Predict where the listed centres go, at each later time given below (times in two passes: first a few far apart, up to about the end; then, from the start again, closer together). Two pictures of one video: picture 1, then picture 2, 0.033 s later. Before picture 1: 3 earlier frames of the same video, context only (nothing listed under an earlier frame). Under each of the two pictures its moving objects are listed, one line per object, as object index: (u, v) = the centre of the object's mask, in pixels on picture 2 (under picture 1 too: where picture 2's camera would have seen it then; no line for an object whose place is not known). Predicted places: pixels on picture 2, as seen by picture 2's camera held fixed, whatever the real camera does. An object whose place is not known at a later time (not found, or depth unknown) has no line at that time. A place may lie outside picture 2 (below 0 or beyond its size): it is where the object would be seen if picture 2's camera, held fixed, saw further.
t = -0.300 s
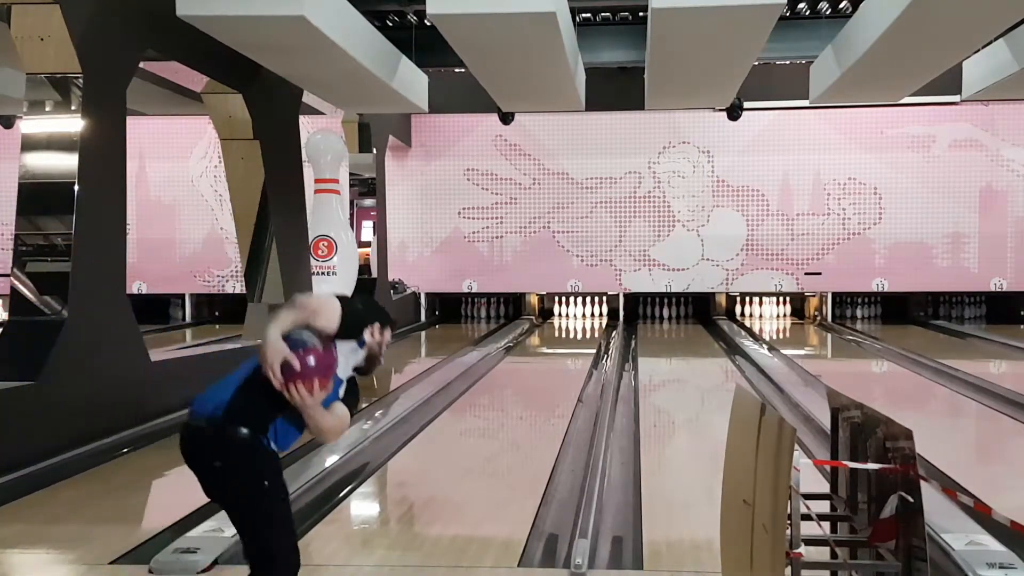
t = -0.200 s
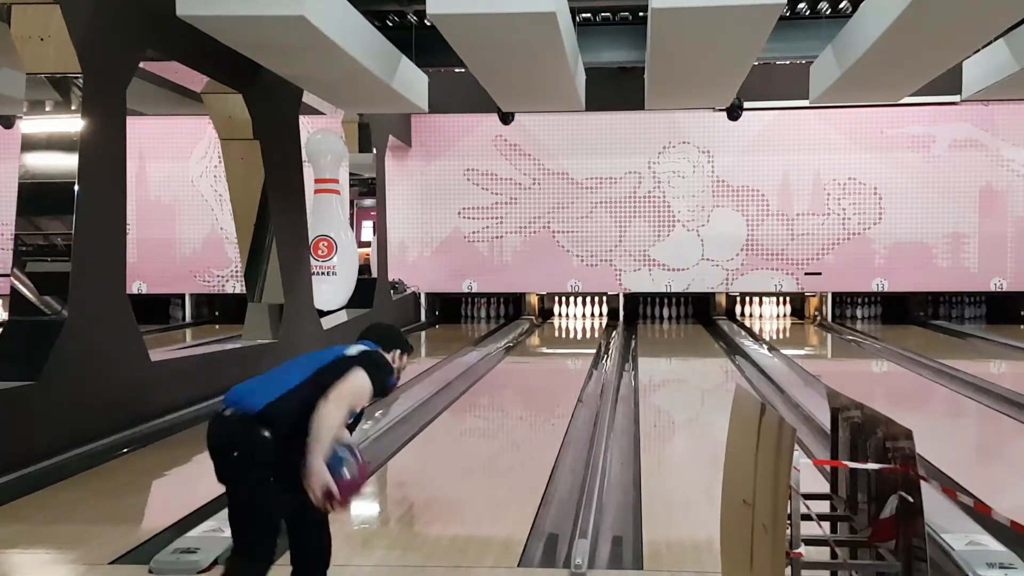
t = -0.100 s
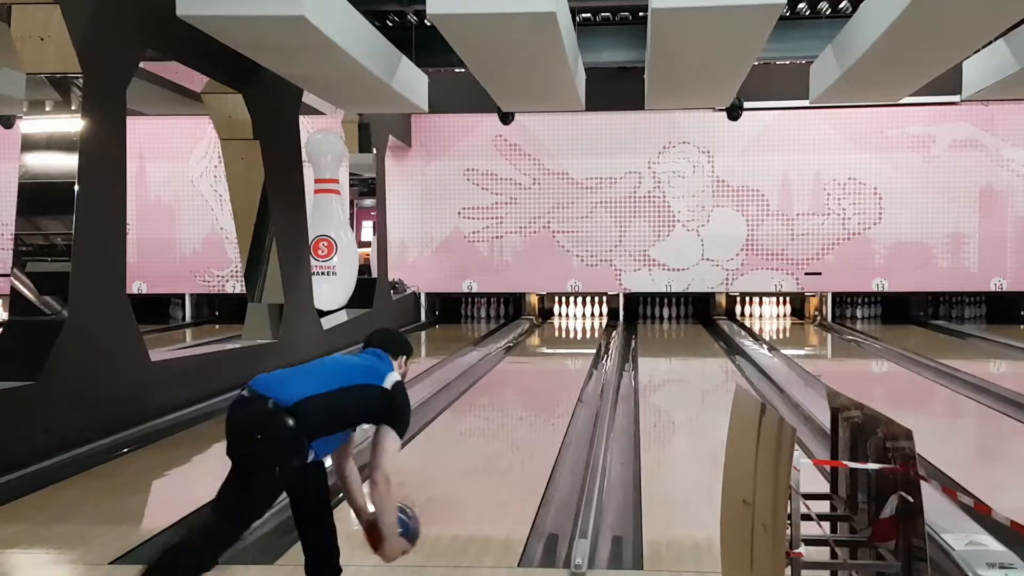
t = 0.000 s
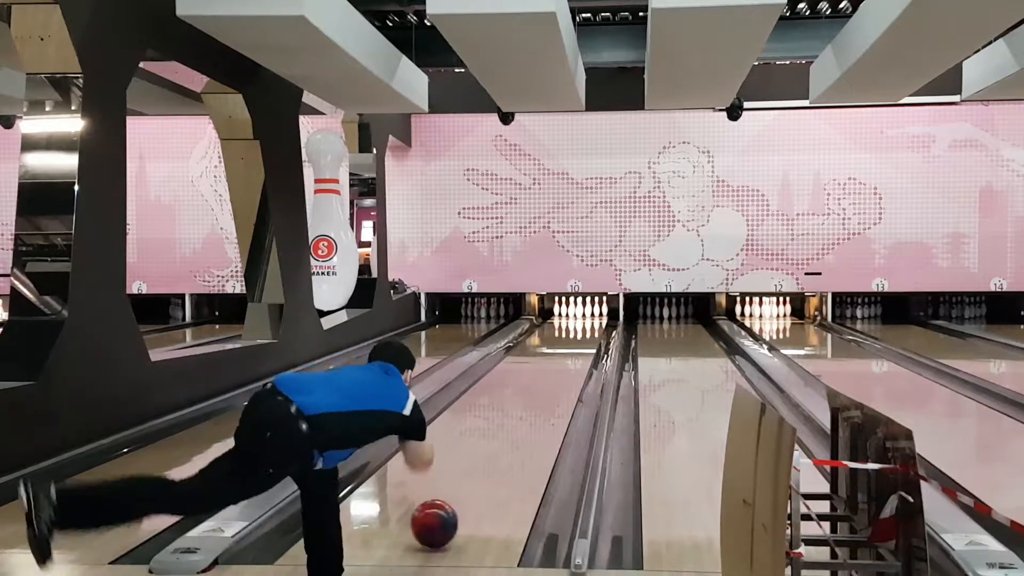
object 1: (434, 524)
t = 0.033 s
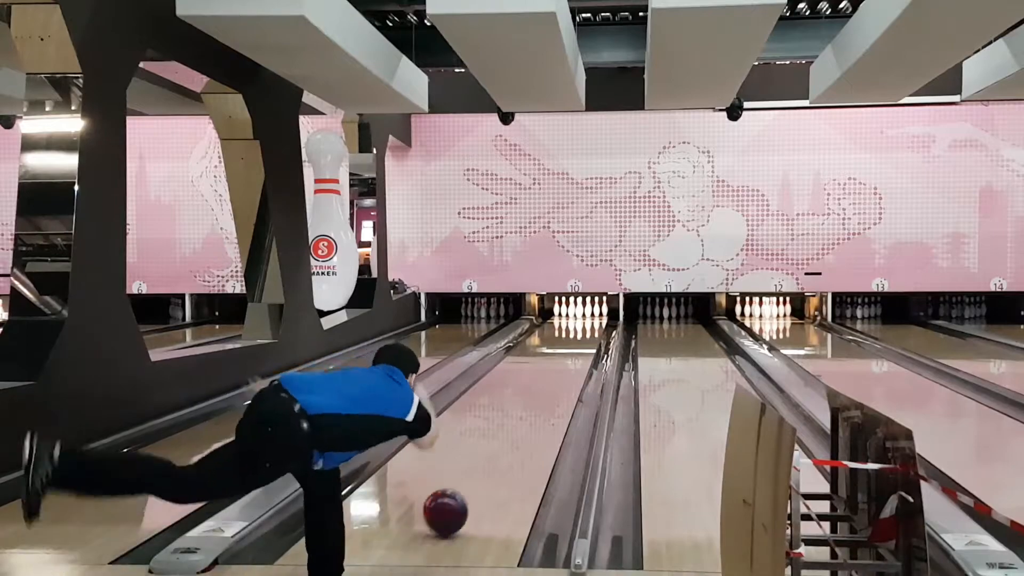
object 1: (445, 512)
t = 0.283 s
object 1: (503, 447)
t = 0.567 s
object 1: (541, 402)
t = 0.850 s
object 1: (564, 374)
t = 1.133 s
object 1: (579, 356)
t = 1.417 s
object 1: (587, 341)
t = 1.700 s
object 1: (591, 331)
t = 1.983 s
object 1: (590, 322)
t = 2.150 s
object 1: (588, 318)
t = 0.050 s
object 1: (450, 506)
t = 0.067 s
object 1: (455, 500)
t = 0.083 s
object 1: (460, 496)
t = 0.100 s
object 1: (464, 492)
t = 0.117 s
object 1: (469, 487)
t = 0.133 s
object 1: (473, 482)
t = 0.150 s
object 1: (477, 478)
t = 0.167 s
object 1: (481, 473)
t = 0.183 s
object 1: (484, 469)
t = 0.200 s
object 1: (488, 465)
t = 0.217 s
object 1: (491, 461)
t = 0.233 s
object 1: (494, 458)
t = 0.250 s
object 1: (497, 454)
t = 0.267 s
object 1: (500, 450)
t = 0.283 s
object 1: (503, 447)
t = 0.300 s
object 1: (506, 444)
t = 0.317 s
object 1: (509, 441)
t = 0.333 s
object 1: (512, 438)
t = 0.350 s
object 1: (511, 438)
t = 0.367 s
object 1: (520, 431)
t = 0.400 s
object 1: (521, 426)
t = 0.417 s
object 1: (524, 423)
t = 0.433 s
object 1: (526, 421)
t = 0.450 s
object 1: (528, 418)
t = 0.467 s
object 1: (530, 416)
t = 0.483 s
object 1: (532, 414)
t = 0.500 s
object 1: (534, 411)
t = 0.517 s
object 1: (536, 409)
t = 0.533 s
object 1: (537, 407)
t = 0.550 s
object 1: (539, 405)
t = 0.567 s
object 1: (541, 402)
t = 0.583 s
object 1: (543, 401)
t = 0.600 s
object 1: (544, 399)
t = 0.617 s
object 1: (546, 397)
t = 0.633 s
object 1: (547, 395)
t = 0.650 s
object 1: (549, 393)
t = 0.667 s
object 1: (550, 391)
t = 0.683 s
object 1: (552, 390)
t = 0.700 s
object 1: (553, 388)
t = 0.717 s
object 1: (554, 386)
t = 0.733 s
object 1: (556, 384)
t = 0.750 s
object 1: (557, 383)
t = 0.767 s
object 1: (558, 381)
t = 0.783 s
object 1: (560, 380)
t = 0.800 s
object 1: (561, 379)
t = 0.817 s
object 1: (562, 377)
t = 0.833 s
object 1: (563, 376)
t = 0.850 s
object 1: (564, 374)
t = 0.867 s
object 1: (565, 373)
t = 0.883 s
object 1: (566, 372)
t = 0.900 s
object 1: (567, 370)
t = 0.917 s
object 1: (568, 369)
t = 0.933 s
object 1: (569, 368)
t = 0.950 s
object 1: (570, 367)
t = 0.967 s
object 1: (571, 366)
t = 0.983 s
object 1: (572, 365)
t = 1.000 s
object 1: (573, 364)
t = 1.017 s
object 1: (573, 363)
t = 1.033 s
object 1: (574, 362)
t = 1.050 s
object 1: (575, 360)
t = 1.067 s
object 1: (576, 359)
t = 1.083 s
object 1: (577, 358)
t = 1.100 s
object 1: (577, 357)
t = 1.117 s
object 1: (578, 356)
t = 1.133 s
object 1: (579, 356)
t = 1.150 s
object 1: (580, 354)
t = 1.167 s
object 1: (580, 354)
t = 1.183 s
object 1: (581, 353)
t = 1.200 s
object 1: (581, 352)
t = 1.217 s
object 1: (582, 351)
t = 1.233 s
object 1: (582, 350)
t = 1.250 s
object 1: (583, 350)
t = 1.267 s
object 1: (583, 349)
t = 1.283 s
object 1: (584, 348)
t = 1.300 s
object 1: (584, 347)
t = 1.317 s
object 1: (585, 346)
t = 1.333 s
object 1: (585, 345)
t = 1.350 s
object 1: (586, 344)
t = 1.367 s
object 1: (586, 344)
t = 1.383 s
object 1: (586, 343)
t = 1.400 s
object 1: (587, 342)
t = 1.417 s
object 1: (587, 341)
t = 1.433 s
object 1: (588, 340)
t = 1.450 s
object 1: (588, 340)
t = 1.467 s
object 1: (588, 339)
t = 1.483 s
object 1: (589, 339)
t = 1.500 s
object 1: (589, 338)
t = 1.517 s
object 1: (589, 337)
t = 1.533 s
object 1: (589, 337)
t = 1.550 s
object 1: (590, 336)
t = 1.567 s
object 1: (590, 335)
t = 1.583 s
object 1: (590, 334)
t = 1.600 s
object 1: (590, 334)
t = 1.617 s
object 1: (590, 333)
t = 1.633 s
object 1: (590, 332)
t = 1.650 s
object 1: (591, 332)
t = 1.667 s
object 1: (590, 332)
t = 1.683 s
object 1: (591, 331)
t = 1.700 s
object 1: (591, 331)
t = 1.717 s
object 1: (591, 330)
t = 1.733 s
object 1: (591, 329)
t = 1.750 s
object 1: (591, 329)
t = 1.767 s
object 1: (591, 328)
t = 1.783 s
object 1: (591, 328)
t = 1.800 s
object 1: (591, 327)
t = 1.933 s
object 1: (591, 323)
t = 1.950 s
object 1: (590, 323)
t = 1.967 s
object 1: (590, 323)
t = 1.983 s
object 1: (590, 322)
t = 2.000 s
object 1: (590, 322)
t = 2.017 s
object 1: (590, 322)
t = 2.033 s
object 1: (589, 321)
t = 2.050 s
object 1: (589, 321)
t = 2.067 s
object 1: (589, 320)
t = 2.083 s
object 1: (588, 320)
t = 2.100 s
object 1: (588, 319)
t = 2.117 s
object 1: (588, 319)
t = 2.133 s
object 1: (588, 318)
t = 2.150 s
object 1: (588, 318)
